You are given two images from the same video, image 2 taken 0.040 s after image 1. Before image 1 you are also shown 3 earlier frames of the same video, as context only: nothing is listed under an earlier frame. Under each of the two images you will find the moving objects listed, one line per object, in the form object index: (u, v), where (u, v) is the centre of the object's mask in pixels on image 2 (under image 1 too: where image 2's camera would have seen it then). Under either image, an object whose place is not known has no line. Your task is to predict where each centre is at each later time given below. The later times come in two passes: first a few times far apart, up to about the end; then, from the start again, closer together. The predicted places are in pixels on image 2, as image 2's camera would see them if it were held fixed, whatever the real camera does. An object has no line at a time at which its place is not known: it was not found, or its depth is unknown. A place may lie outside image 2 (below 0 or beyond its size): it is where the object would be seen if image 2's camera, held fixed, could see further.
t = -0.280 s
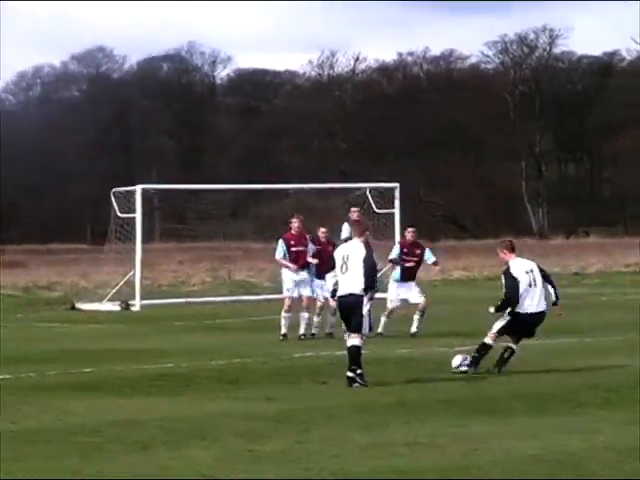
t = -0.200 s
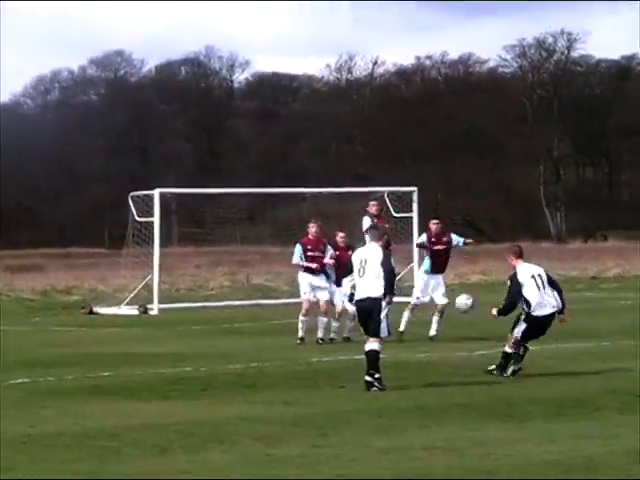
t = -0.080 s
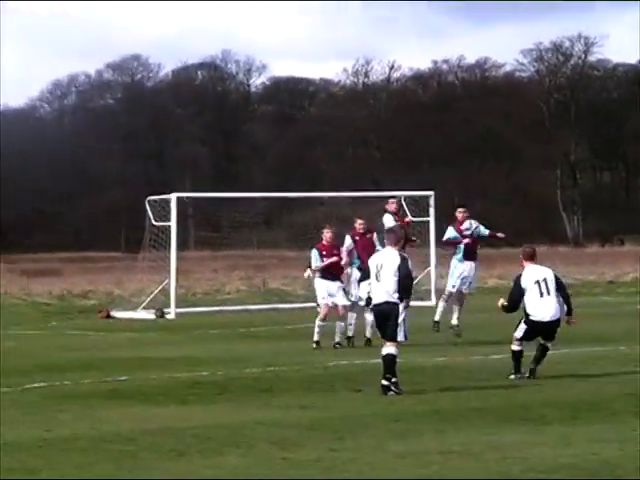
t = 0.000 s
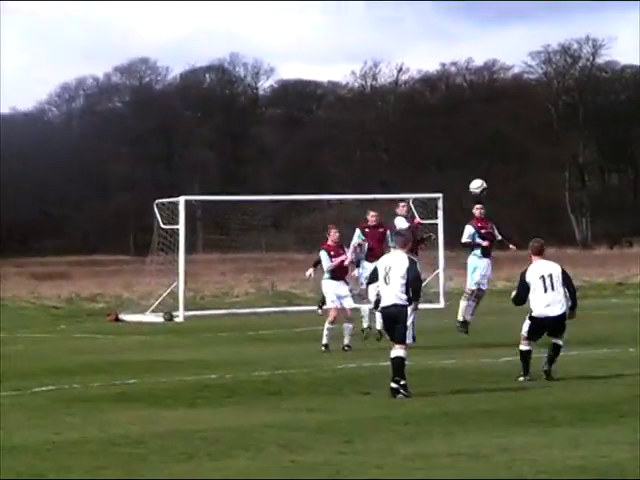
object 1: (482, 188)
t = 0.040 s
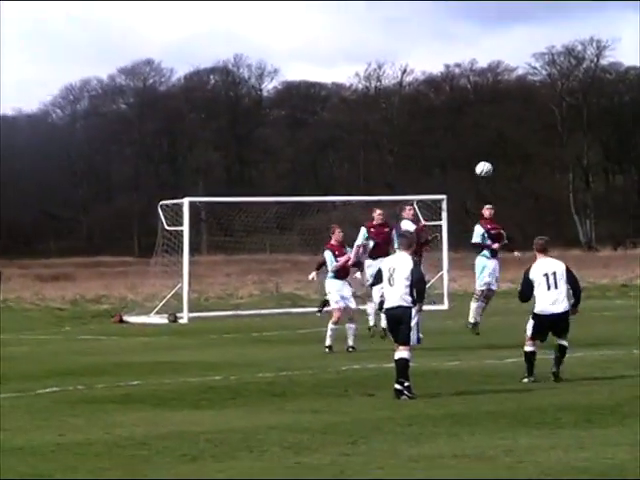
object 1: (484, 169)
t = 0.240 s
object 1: (502, 94)
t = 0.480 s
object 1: (541, 39)
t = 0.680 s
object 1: (579, 11)
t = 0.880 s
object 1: (626, 2)
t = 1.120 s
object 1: (685, 9)
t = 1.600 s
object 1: (812, 76)
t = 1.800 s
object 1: (867, 128)
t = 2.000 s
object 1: (921, 191)
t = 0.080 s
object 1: (486, 152)
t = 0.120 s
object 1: (489, 136)
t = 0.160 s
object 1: (492, 121)
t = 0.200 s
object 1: (497, 107)
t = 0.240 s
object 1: (502, 94)
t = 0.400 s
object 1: (527, 56)
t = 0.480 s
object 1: (541, 39)
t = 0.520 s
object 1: (548, 31)
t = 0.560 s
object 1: (555, 25)
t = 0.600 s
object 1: (563, 20)
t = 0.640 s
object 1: (571, 15)
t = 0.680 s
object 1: (579, 11)
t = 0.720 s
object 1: (587, 9)
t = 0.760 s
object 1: (597, 6)
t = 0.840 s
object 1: (616, 3)
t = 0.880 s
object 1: (626, 2)
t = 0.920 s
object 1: (635, 2)
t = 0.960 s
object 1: (645, 2)
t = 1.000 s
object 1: (655, 2)
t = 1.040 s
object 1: (665, 3)
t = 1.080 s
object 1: (674, 6)
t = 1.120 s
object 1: (685, 9)
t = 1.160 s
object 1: (696, 12)
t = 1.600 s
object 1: (812, 76)
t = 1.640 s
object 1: (824, 86)
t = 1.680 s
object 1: (835, 95)
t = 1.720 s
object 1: (845, 106)
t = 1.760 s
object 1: (857, 116)
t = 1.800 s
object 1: (867, 128)
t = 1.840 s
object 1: (878, 139)
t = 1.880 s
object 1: (889, 152)
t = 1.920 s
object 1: (900, 164)
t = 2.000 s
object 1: (921, 191)
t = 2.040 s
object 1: (933, 205)
